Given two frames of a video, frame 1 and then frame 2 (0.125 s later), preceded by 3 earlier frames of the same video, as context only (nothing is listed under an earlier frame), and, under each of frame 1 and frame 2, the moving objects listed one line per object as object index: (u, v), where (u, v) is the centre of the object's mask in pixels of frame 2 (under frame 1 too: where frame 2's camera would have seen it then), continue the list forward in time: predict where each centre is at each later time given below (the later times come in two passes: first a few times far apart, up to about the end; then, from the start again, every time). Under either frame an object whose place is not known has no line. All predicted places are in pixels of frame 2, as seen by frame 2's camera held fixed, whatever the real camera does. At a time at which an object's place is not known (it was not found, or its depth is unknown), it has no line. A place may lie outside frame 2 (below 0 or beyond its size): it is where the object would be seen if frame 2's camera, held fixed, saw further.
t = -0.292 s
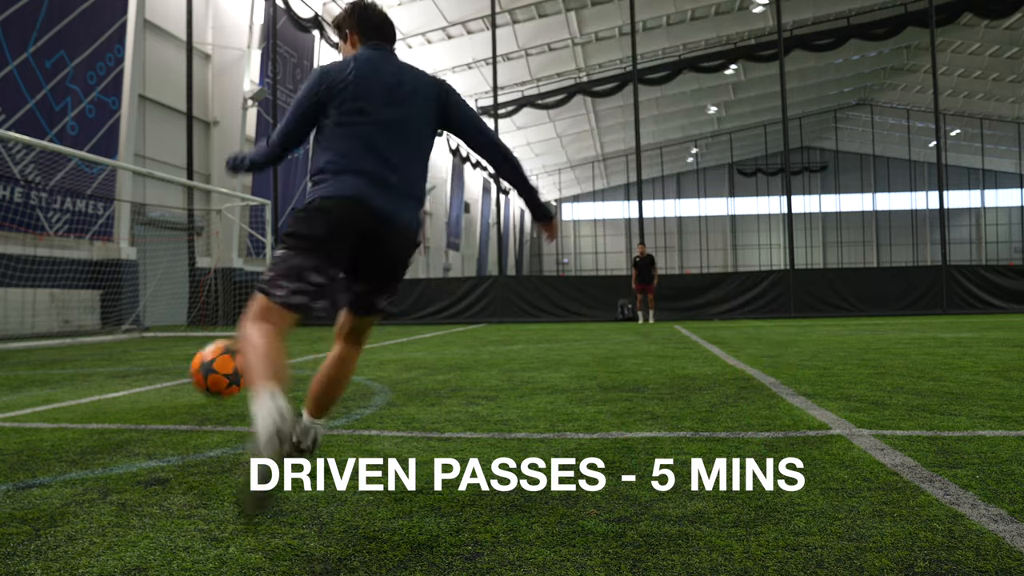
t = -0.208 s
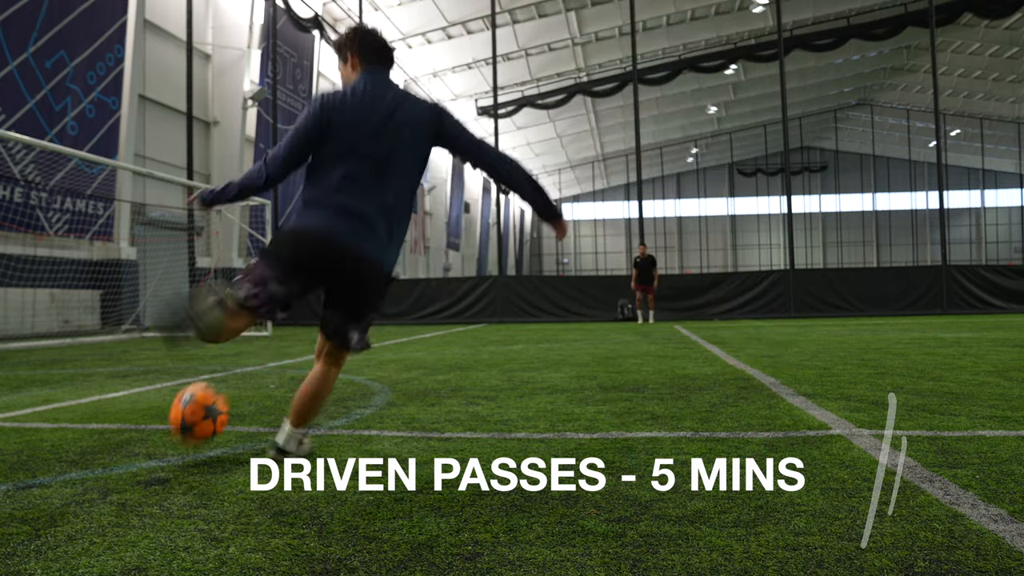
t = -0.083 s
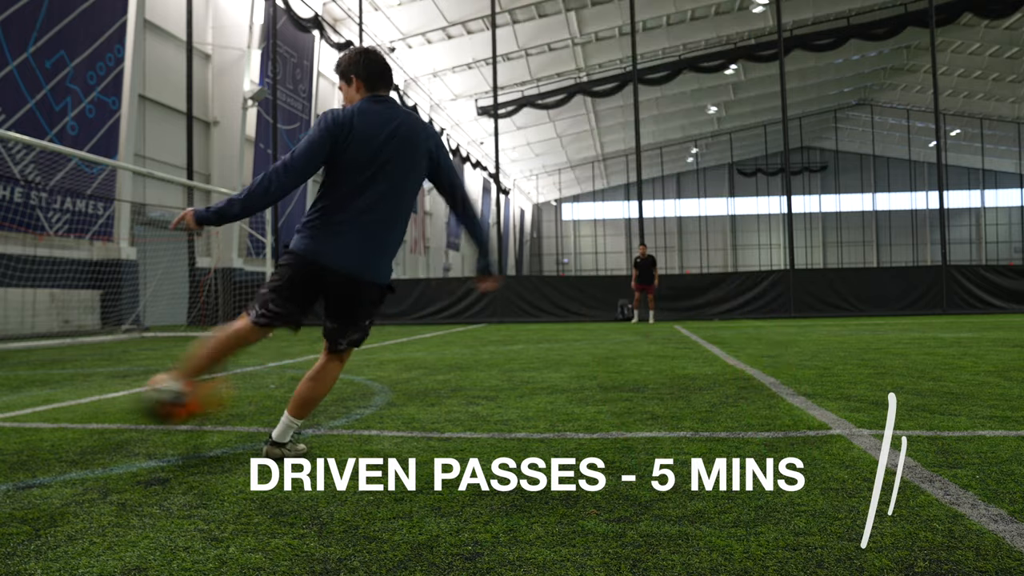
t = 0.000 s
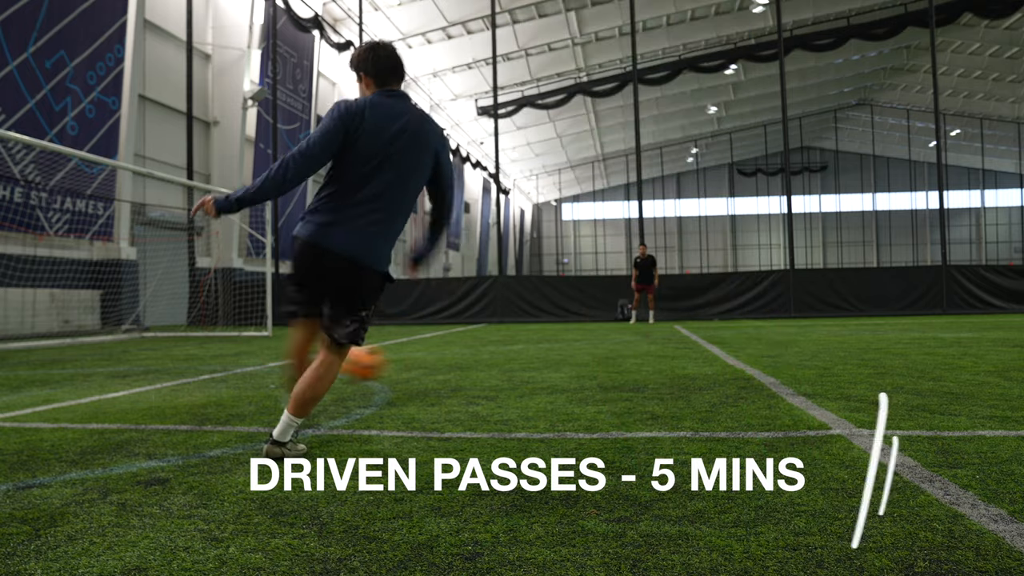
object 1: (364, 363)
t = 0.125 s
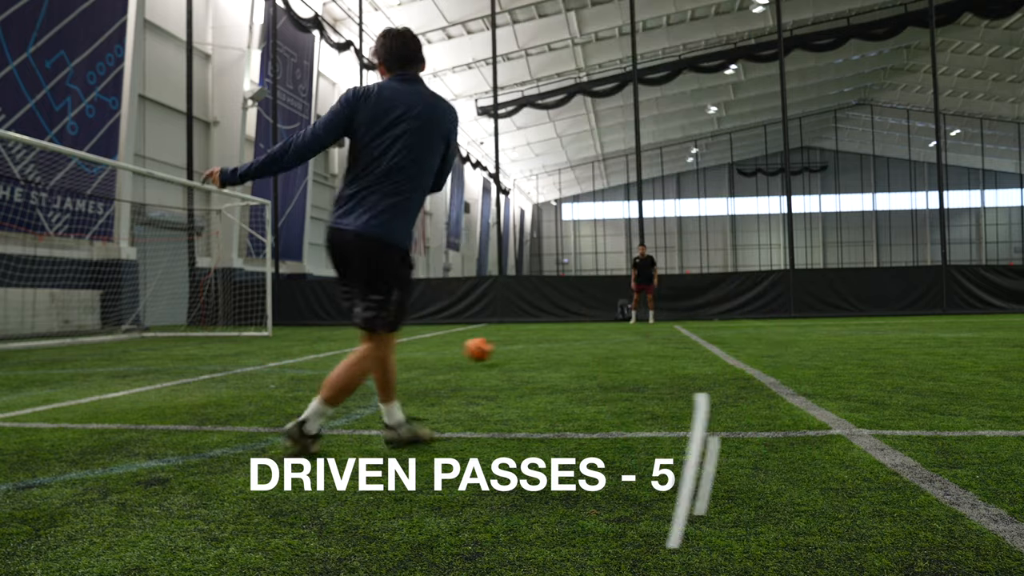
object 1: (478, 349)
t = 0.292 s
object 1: (543, 333)
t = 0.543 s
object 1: (584, 323)
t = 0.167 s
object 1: (501, 348)
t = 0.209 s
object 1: (517, 341)
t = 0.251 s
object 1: (532, 336)
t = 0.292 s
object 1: (543, 333)
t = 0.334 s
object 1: (553, 331)
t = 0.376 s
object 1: (561, 330)
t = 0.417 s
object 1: (569, 330)
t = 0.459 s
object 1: (573, 327)
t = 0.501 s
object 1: (580, 324)
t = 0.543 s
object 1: (584, 323)
